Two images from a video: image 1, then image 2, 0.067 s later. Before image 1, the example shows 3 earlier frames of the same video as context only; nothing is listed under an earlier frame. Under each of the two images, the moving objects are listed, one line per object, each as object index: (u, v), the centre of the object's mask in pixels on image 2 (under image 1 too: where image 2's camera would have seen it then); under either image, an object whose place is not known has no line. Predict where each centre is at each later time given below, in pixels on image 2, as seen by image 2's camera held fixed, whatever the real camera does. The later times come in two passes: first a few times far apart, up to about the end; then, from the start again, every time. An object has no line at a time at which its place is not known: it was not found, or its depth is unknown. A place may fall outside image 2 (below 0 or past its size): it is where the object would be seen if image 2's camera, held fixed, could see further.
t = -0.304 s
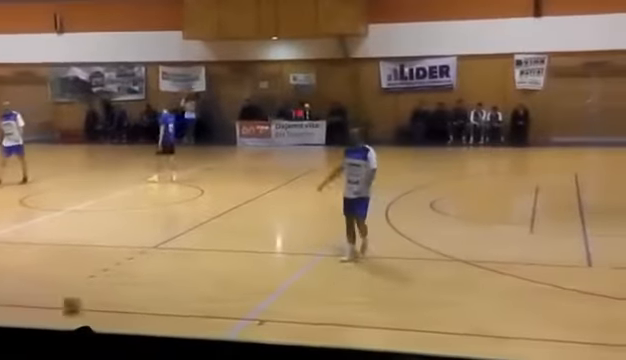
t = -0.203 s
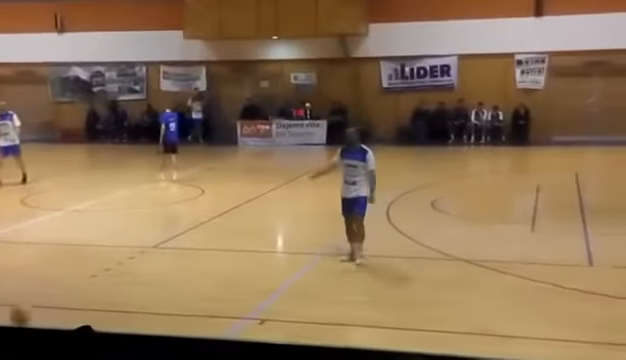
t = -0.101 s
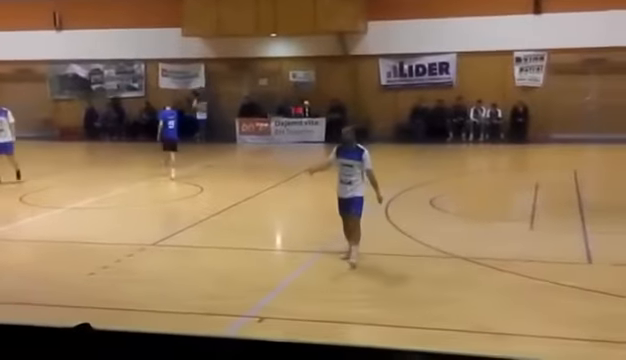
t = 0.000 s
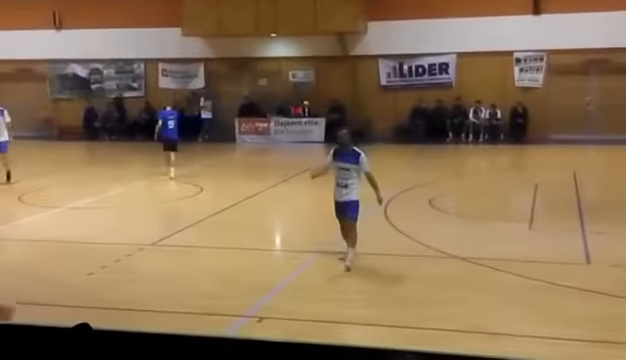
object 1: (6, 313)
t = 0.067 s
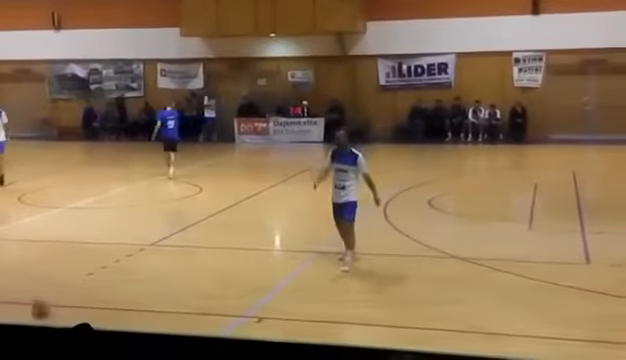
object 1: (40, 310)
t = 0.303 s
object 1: (131, 286)
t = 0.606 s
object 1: (201, 268)
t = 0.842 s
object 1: (243, 258)
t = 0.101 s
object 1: (55, 305)
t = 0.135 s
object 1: (70, 301)
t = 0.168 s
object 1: (84, 298)
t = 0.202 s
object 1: (97, 295)
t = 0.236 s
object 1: (110, 292)
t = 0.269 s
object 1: (120, 289)
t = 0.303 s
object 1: (131, 286)
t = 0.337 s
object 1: (140, 285)
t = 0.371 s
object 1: (150, 282)
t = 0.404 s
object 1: (159, 279)
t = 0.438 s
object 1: (166, 277)
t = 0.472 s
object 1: (174, 275)
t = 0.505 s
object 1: (181, 274)
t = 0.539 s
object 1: (188, 272)
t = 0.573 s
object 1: (195, 271)
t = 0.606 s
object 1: (201, 268)
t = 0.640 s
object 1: (208, 267)
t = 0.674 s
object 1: (214, 266)
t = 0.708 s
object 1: (220, 264)
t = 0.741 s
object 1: (226, 263)
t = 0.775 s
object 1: (232, 261)
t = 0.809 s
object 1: (238, 260)
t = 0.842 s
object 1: (243, 258)
